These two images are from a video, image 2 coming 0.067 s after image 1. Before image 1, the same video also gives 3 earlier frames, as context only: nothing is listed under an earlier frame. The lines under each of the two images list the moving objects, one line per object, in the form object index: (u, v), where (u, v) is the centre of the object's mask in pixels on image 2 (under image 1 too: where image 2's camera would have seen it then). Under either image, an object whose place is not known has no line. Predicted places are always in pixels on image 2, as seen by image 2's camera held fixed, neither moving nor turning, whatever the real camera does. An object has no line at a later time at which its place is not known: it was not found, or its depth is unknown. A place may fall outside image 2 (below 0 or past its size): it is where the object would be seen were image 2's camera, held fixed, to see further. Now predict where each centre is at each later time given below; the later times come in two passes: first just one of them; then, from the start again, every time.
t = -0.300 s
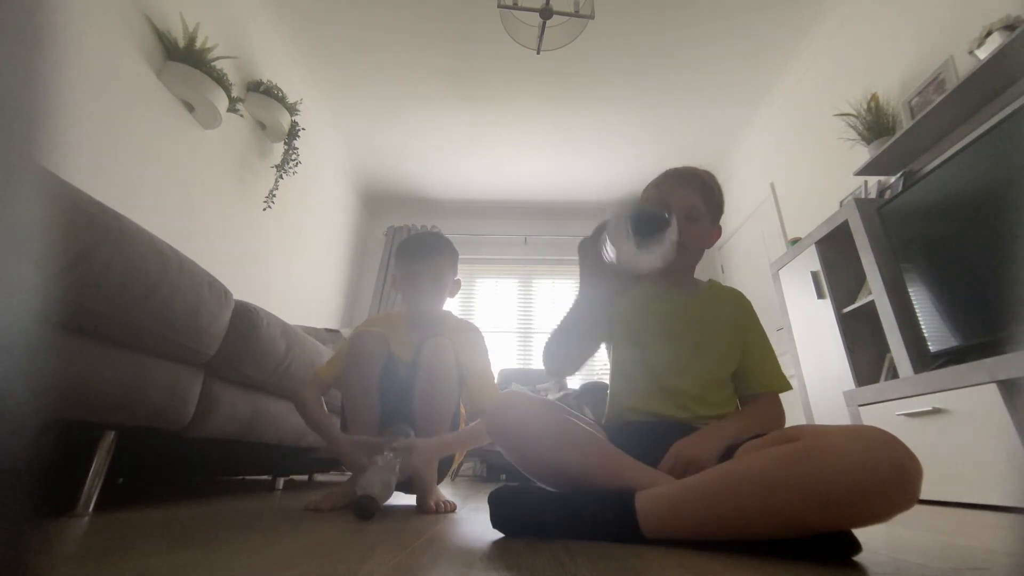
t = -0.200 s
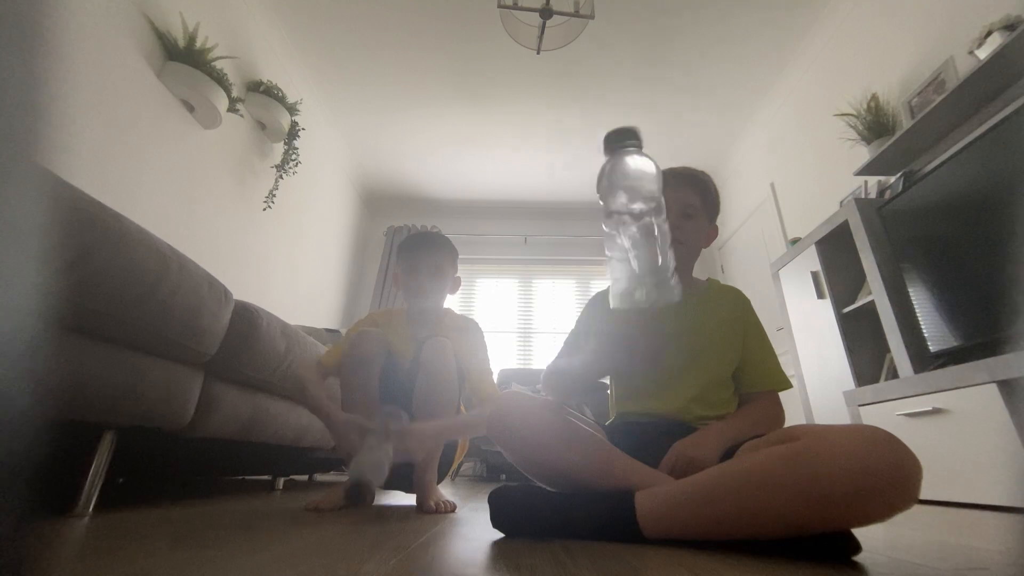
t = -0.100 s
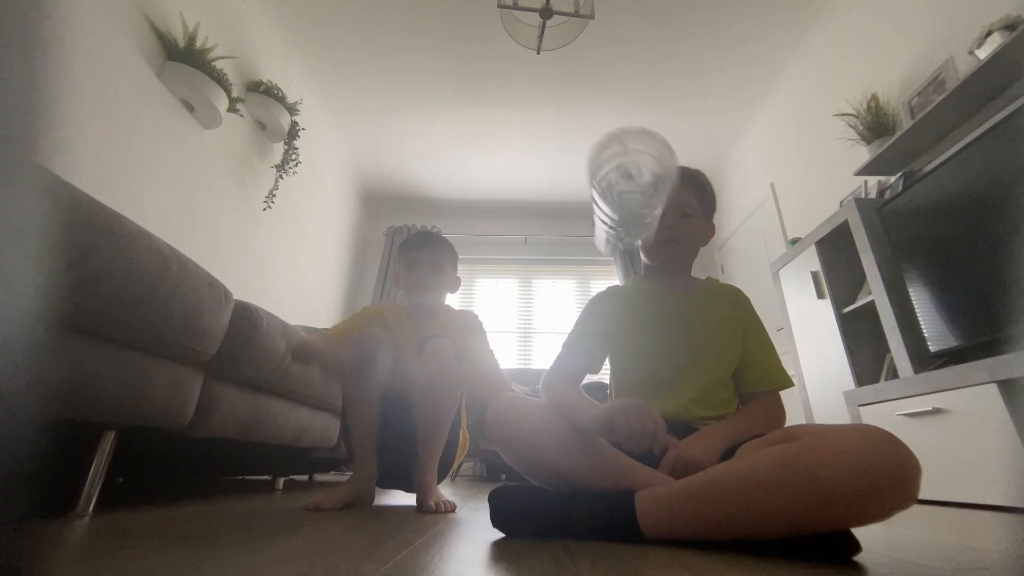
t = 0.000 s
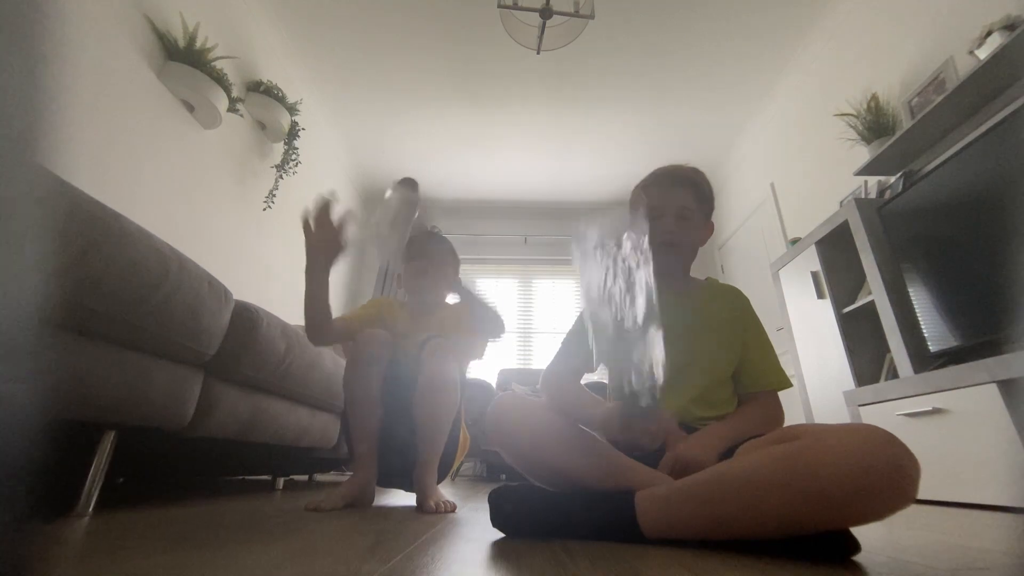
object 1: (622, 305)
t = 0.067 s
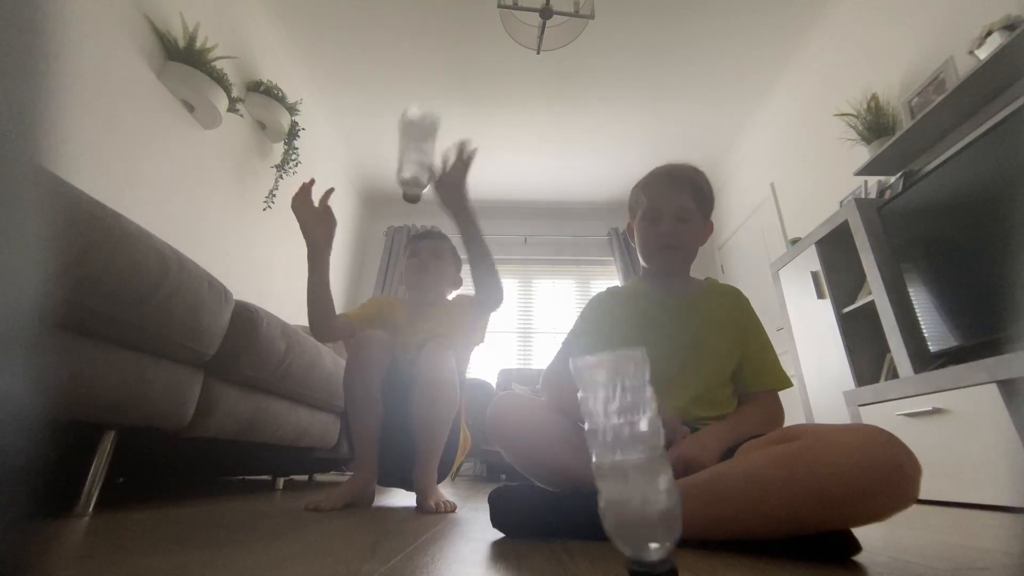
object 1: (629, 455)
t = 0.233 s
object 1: (608, 466)
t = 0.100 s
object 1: (624, 455)
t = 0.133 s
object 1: (620, 457)
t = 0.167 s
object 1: (616, 458)
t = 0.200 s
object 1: (613, 461)
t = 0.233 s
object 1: (608, 466)
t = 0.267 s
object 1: (601, 472)
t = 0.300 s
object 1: (595, 486)
